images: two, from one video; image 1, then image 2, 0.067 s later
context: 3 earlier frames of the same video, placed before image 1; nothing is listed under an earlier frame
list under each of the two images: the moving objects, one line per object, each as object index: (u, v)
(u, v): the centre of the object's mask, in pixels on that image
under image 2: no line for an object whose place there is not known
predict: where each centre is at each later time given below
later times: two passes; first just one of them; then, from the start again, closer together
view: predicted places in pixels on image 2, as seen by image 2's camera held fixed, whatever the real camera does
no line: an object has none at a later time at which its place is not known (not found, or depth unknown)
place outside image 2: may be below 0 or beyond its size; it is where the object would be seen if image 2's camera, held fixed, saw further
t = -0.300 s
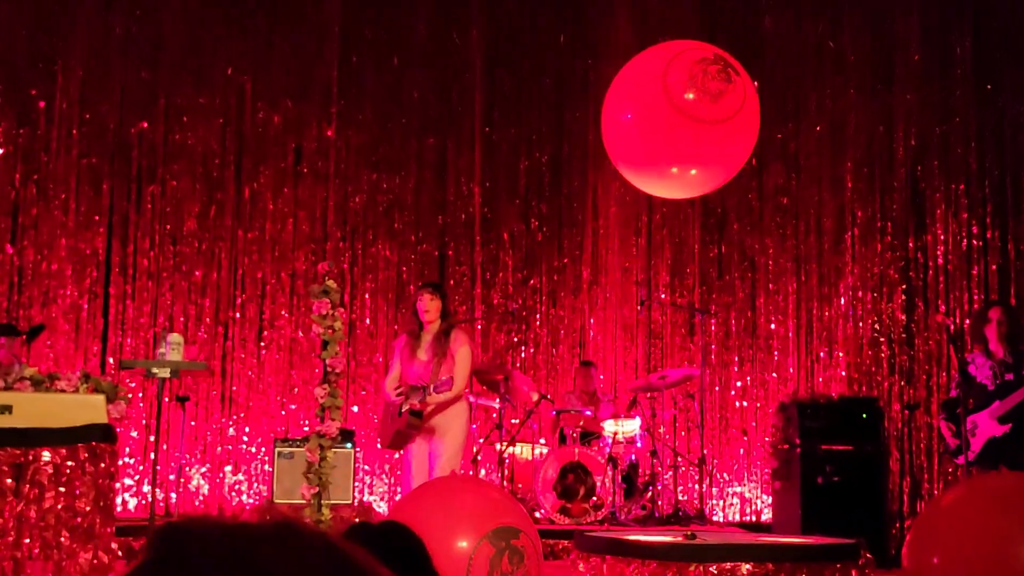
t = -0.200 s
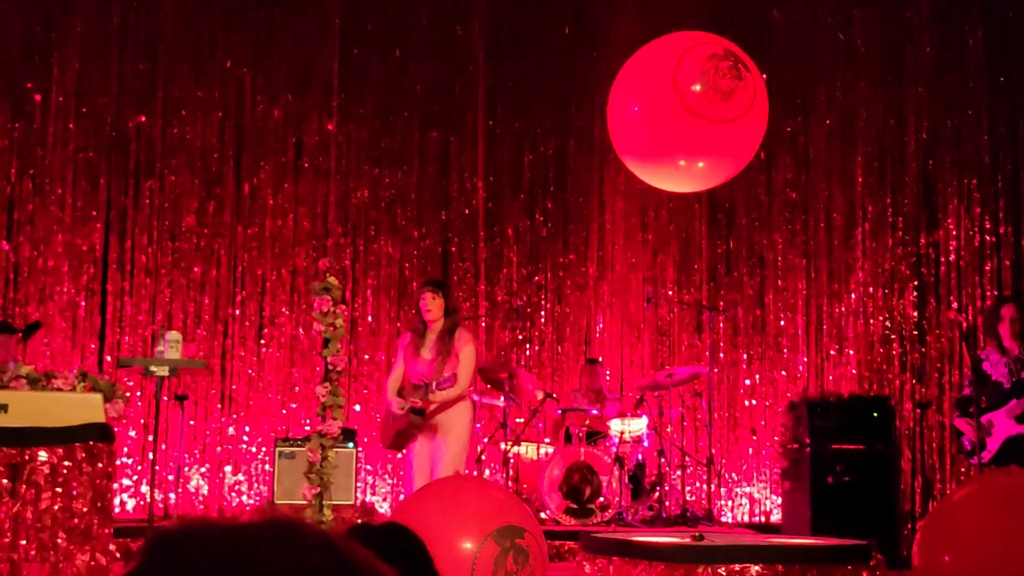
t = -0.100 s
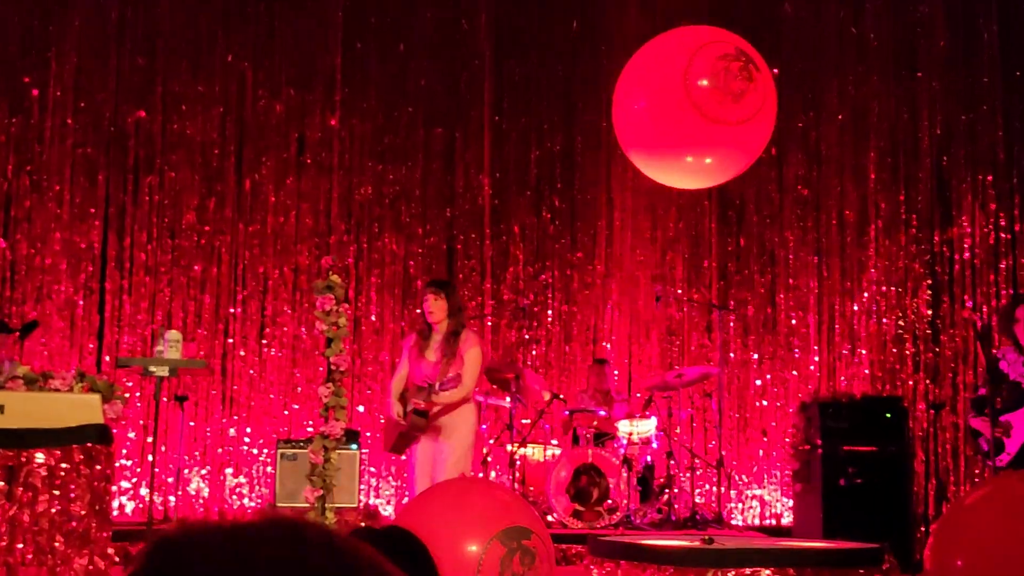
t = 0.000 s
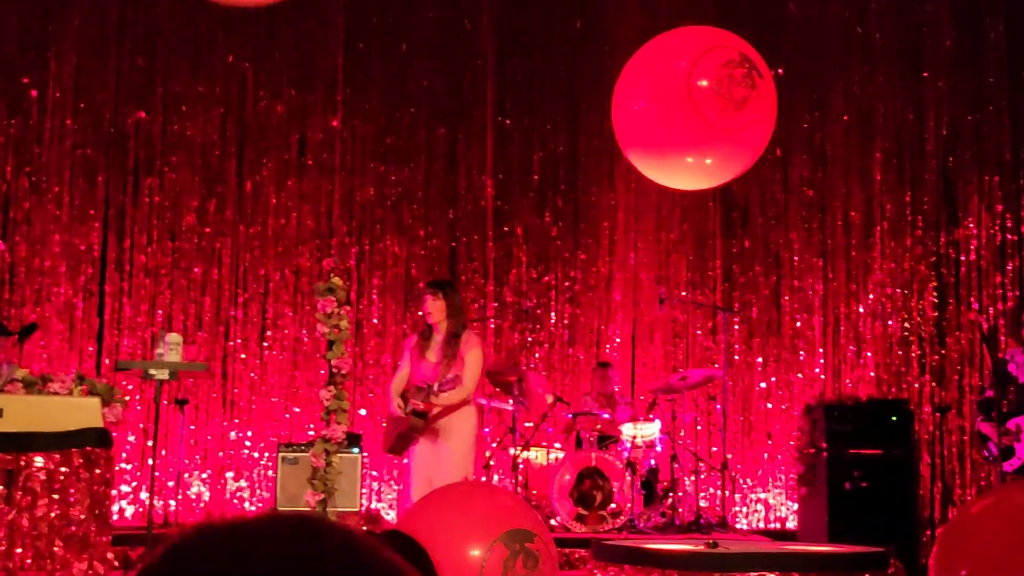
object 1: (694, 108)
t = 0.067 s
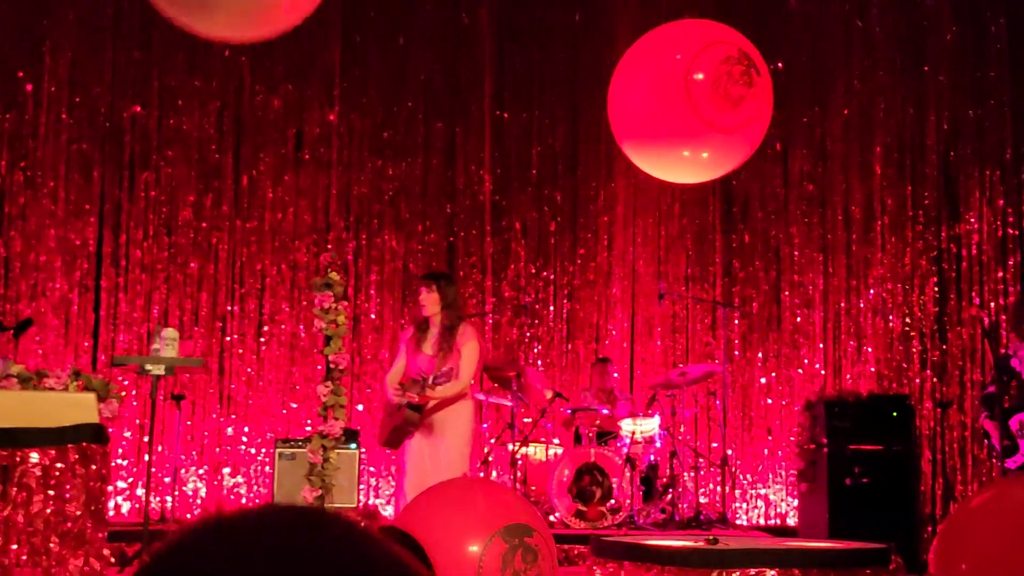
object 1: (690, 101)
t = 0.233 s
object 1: (678, 106)
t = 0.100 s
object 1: (688, 102)
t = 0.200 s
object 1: (681, 107)
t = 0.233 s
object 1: (678, 106)
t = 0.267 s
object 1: (674, 106)
